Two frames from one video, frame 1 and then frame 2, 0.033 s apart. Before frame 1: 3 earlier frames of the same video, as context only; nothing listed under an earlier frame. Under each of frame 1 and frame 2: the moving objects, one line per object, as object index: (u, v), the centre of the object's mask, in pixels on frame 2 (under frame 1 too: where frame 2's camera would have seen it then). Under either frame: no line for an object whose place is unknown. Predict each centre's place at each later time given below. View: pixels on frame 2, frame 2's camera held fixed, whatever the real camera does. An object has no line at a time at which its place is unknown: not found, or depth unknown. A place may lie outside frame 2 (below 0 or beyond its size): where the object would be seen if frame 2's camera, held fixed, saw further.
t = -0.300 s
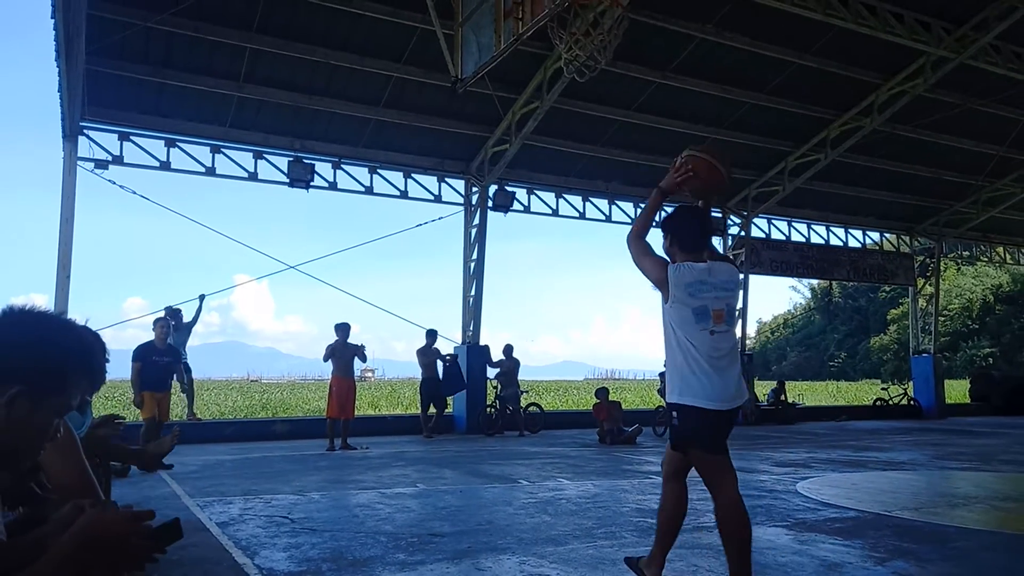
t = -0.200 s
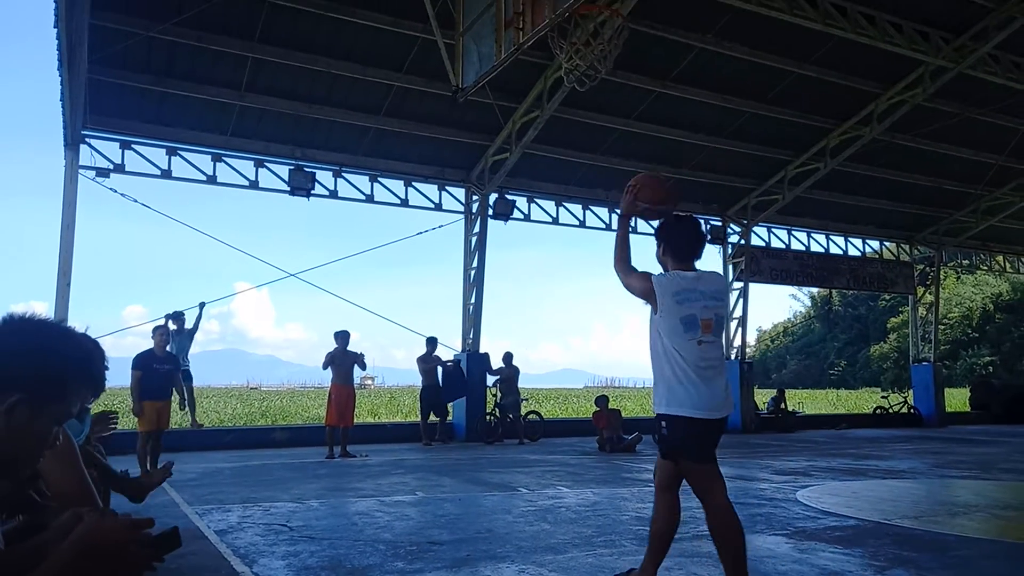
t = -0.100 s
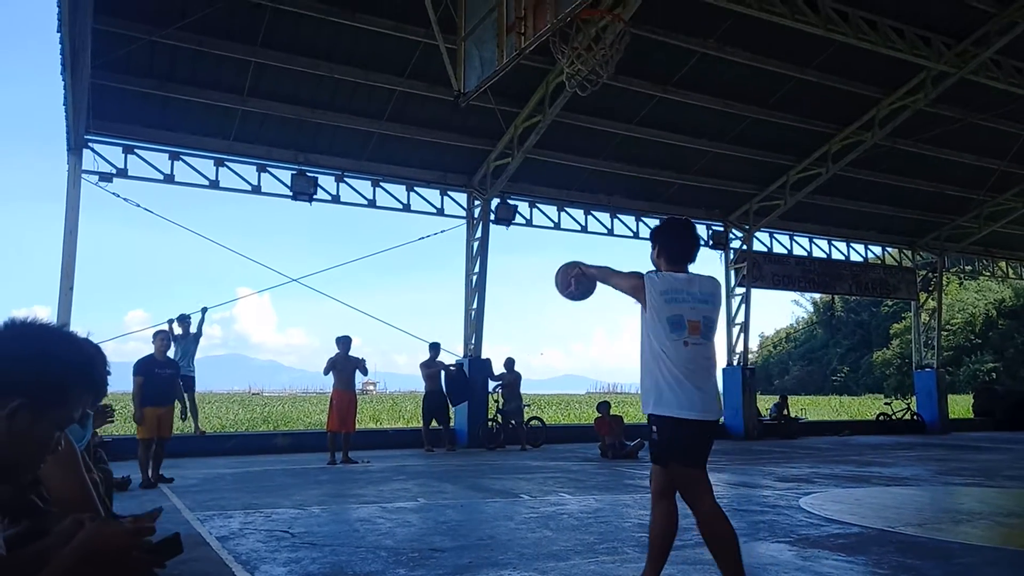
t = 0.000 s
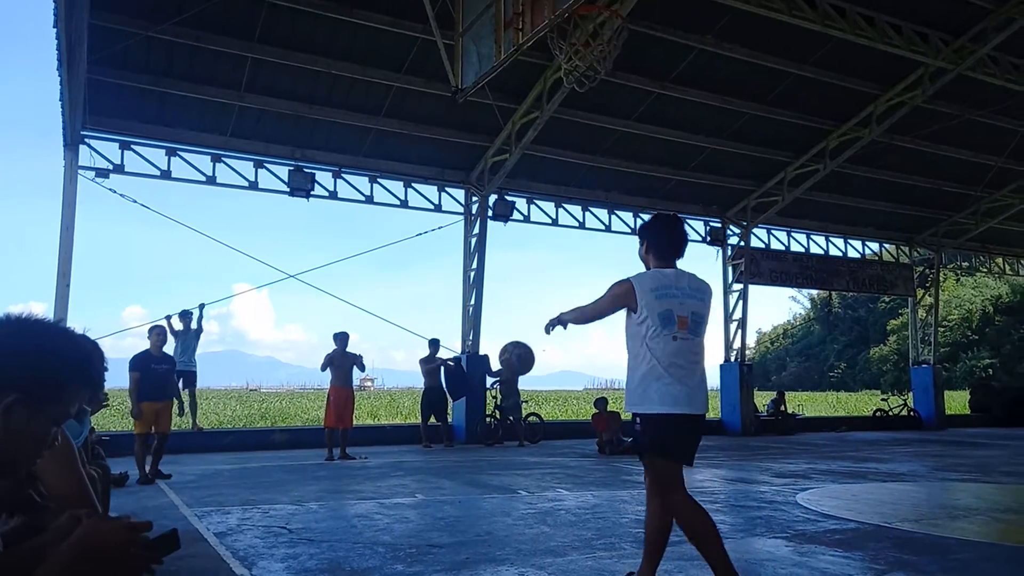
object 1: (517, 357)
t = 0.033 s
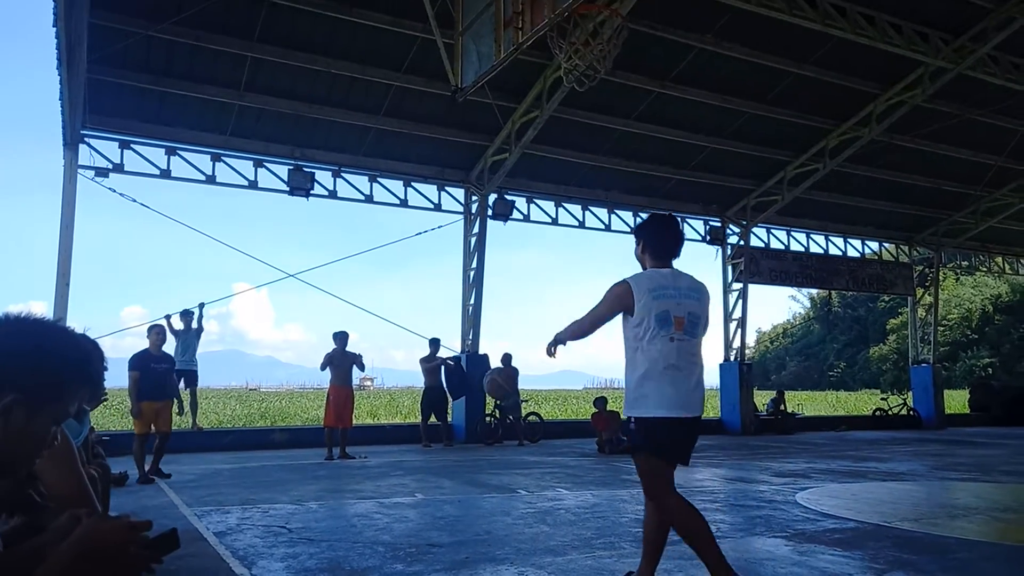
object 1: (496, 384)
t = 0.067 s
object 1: (486, 409)
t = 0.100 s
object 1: (472, 434)
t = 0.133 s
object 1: (461, 459)
